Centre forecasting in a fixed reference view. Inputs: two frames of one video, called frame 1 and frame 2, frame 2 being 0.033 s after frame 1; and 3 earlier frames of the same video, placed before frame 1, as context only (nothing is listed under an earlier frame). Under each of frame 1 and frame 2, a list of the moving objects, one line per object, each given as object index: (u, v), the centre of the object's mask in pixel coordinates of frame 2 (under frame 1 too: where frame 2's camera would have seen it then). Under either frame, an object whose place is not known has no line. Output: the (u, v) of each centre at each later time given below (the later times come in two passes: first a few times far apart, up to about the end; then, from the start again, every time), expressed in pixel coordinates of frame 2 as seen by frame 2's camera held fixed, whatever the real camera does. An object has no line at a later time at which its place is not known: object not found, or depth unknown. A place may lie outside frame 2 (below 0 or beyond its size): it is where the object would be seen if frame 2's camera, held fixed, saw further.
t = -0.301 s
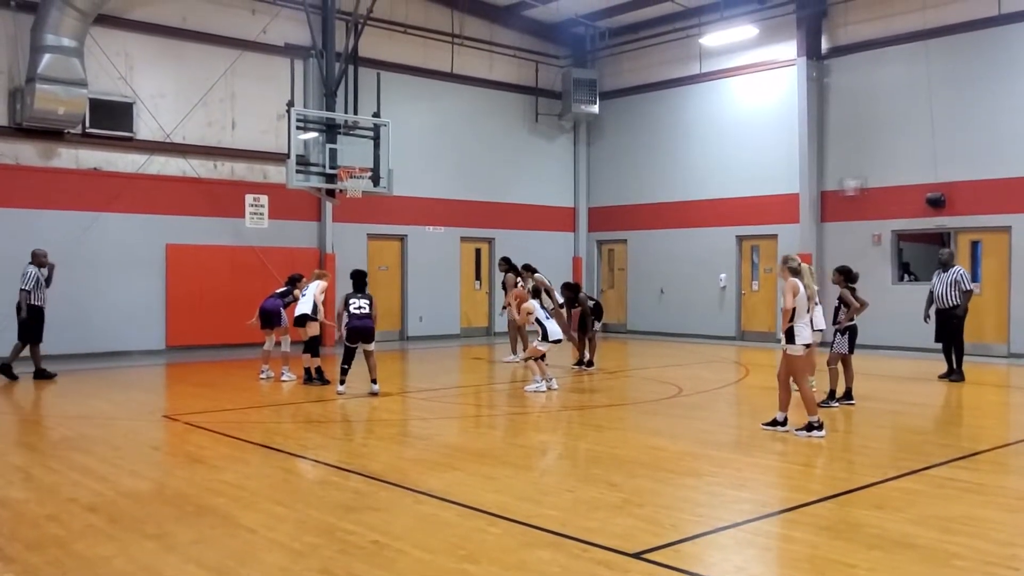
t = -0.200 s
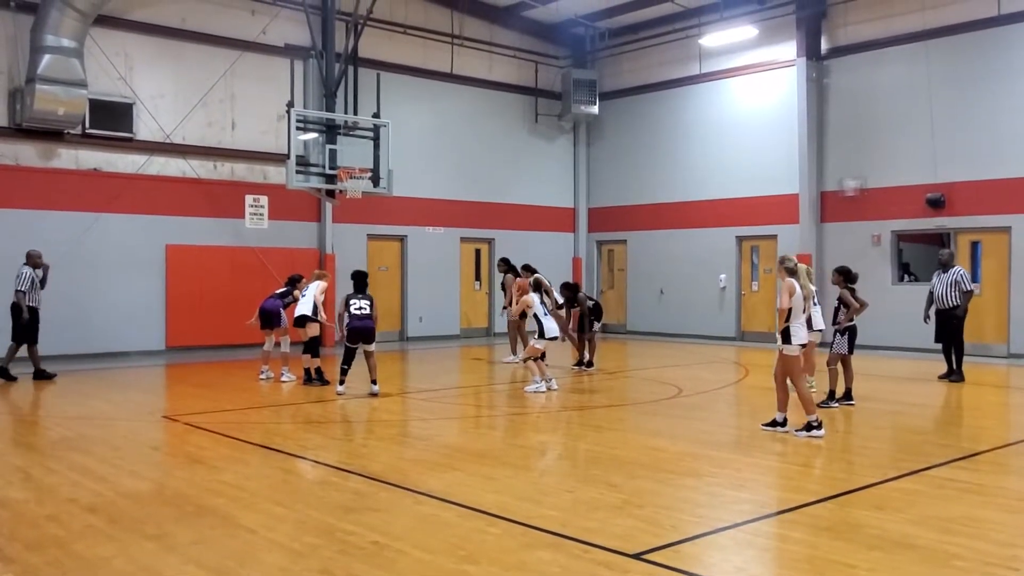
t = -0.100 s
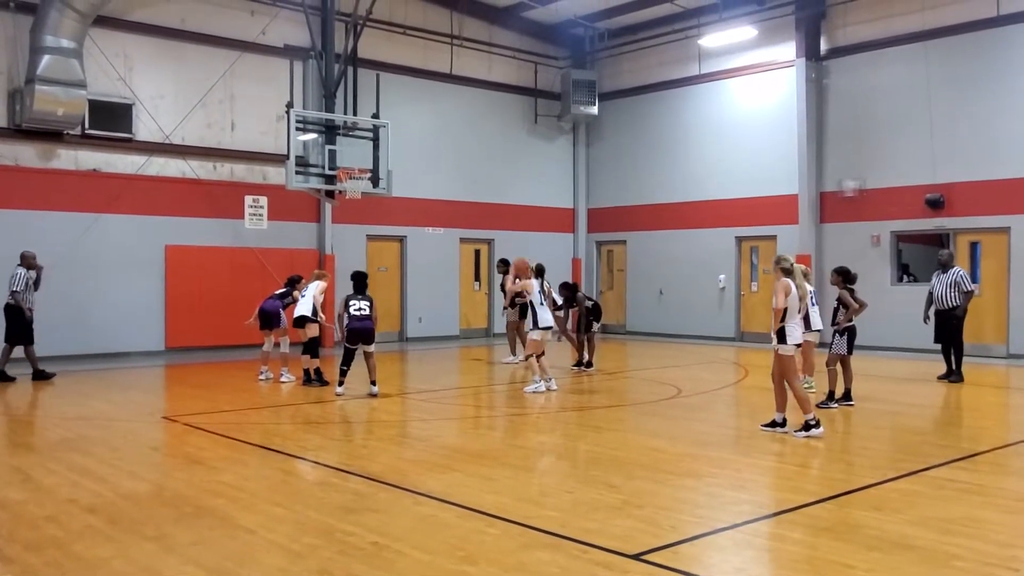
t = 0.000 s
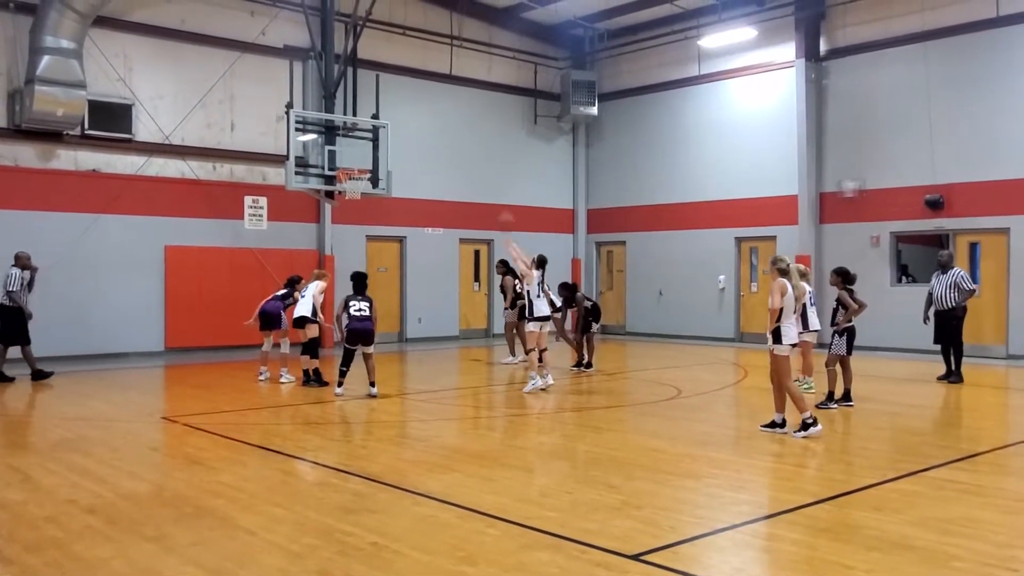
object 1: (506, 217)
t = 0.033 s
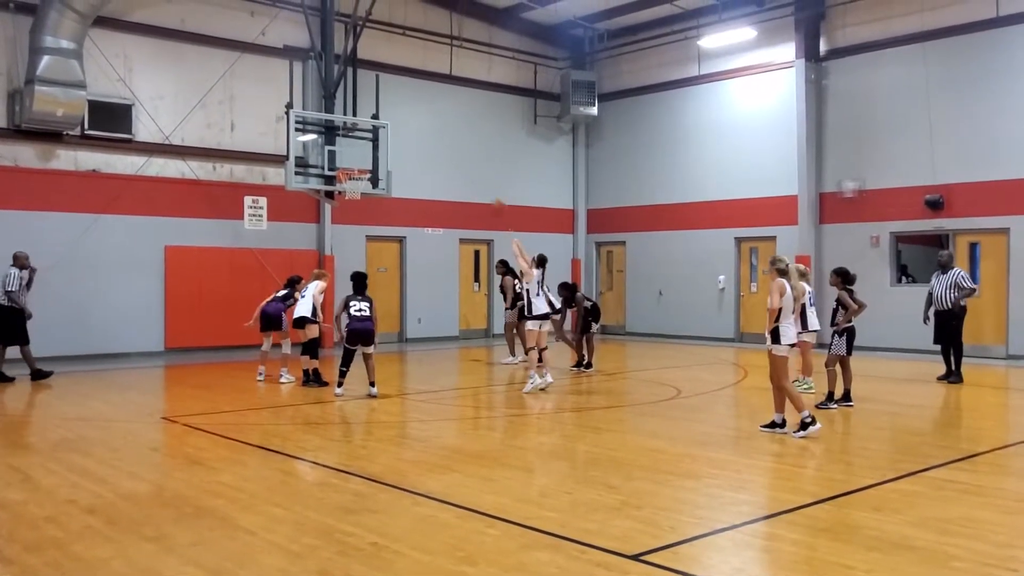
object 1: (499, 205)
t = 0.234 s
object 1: (459, 142)
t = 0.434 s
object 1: (425, 110)
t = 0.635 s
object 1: (394, 107)
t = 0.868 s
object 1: (361, 132)
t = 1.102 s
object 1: (342, 148)
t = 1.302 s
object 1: (351, 129)
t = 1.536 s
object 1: (361, 136)
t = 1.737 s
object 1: (368, 164)
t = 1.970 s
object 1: (367, 149)
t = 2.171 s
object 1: (365, 161)
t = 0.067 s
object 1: (491, 195)
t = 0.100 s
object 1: (485, 182)
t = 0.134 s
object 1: (478, 171)
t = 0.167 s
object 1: (472, 160)
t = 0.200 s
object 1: (465, 151)
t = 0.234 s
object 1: (459, 142)
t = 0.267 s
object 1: (453, 135)
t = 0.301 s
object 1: (447, 128)
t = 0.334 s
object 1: (442, 122)
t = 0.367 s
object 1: (436, 117)
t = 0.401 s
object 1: (430, 113)
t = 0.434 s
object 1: (425, 110)
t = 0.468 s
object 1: (419, 108)
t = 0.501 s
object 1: (414, 106)
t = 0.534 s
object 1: (409, 105)
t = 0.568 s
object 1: (404, 105)
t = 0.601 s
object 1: (399, 105)
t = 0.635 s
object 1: (394, 107)
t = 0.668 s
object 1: (389, 108)
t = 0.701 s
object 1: (384, 111)
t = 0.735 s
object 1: (379, 114)
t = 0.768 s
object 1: (375, 118)
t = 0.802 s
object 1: (371, 123)
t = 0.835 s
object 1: (366, 128)
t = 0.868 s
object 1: (361, 132)
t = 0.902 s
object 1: (357, 140)
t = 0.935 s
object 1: (353, 147)
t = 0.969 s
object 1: (348, 155)
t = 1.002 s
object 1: (344, 163)
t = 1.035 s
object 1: (343, 162)
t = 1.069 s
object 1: (342, 155)
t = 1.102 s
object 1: (342, 148)
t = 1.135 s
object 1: (344, 143)
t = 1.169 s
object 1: (345, 139)
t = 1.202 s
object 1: (346, 135)
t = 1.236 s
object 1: (348, 131)
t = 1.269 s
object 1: (350, 129)
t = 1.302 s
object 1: (351, 129)
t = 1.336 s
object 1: (351, 129)
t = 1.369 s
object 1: (353, 128)
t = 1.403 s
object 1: (354, 128)
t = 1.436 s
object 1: (355, 129)
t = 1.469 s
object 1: (356, 129)
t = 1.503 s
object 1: (359, 132)
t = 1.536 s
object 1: (361, 136)
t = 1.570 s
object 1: (362, 139)
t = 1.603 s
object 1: (363, 143)
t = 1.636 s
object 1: (365, 149)
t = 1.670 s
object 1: (366, 155)
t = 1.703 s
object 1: (368, 161)
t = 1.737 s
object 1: (368, 164)
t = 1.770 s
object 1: (368, 161)
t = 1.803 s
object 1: (368, 157)
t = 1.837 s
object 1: (368, 154)
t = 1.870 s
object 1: (367, 152)
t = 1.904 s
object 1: (367, 150)
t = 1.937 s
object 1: (367, 149)
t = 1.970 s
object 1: (367, 149)
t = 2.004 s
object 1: (367, 149)
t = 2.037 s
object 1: (366, 150)
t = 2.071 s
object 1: (366, 152)
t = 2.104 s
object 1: (366, 154)
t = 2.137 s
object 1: (365, 157)
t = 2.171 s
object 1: (365, 161)
